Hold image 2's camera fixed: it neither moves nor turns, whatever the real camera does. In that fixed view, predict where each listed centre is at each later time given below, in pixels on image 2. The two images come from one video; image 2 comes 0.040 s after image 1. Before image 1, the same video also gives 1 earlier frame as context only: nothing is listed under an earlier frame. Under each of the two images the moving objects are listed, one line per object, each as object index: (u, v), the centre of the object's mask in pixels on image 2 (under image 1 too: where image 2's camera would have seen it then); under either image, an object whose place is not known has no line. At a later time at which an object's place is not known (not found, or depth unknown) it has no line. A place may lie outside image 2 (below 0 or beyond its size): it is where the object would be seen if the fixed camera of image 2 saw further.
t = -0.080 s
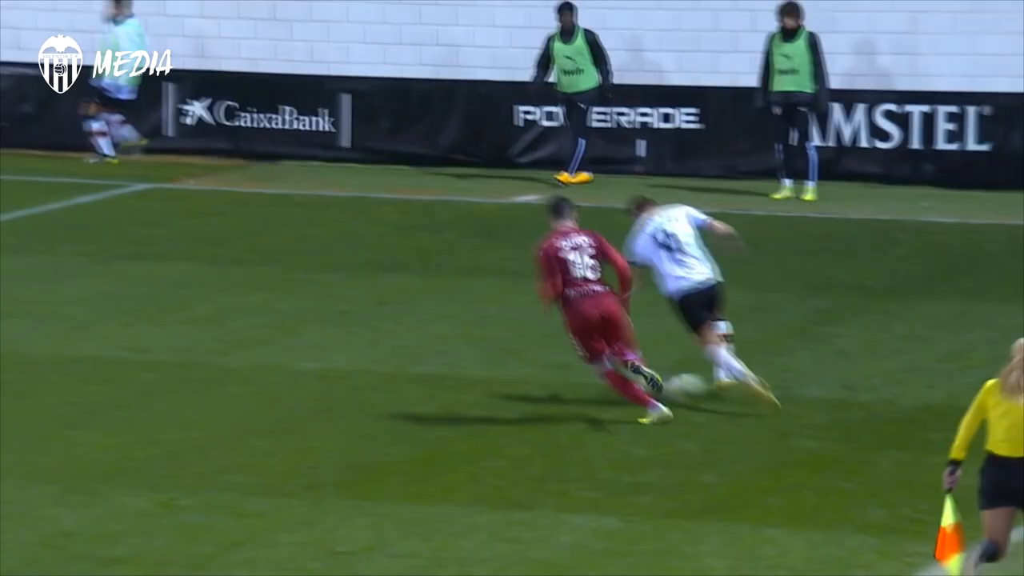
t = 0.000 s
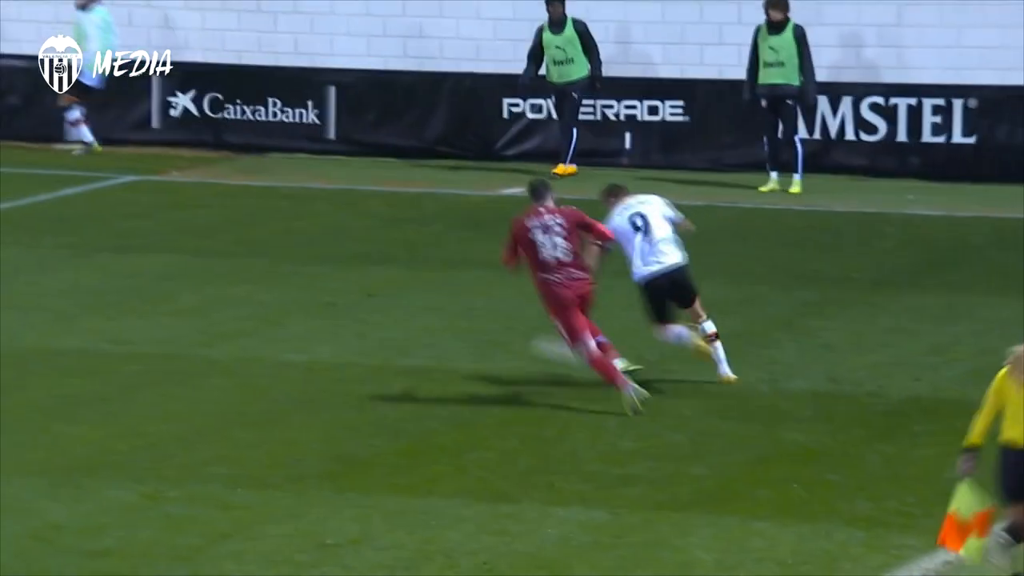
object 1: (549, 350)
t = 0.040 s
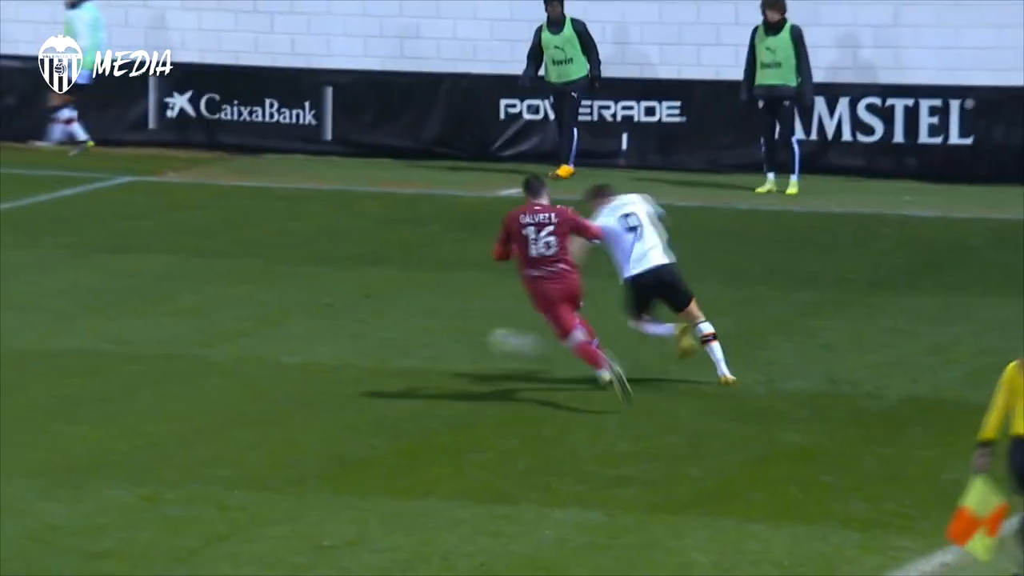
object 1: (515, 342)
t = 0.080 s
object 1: (474, 333)
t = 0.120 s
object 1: (437, 329)
